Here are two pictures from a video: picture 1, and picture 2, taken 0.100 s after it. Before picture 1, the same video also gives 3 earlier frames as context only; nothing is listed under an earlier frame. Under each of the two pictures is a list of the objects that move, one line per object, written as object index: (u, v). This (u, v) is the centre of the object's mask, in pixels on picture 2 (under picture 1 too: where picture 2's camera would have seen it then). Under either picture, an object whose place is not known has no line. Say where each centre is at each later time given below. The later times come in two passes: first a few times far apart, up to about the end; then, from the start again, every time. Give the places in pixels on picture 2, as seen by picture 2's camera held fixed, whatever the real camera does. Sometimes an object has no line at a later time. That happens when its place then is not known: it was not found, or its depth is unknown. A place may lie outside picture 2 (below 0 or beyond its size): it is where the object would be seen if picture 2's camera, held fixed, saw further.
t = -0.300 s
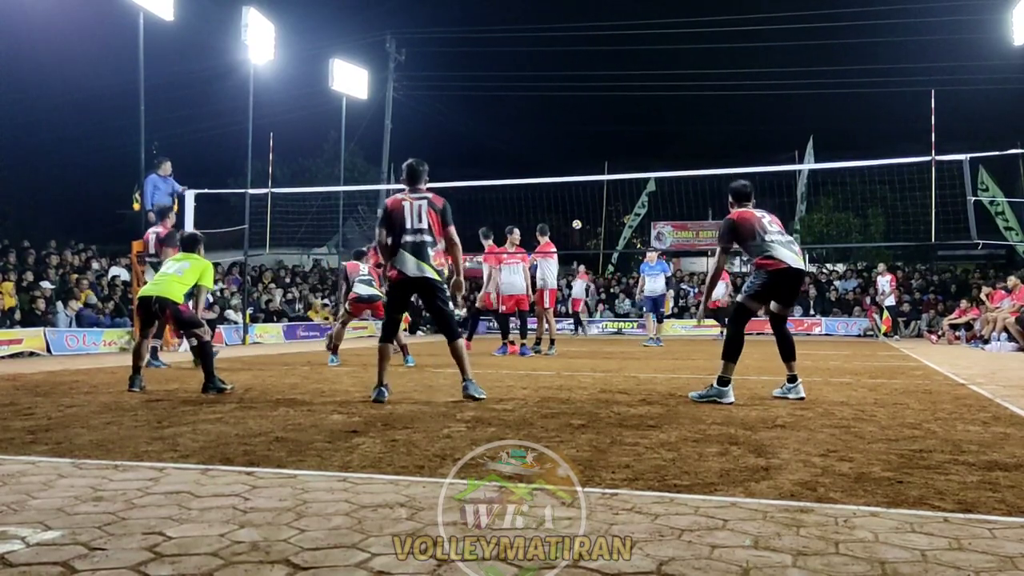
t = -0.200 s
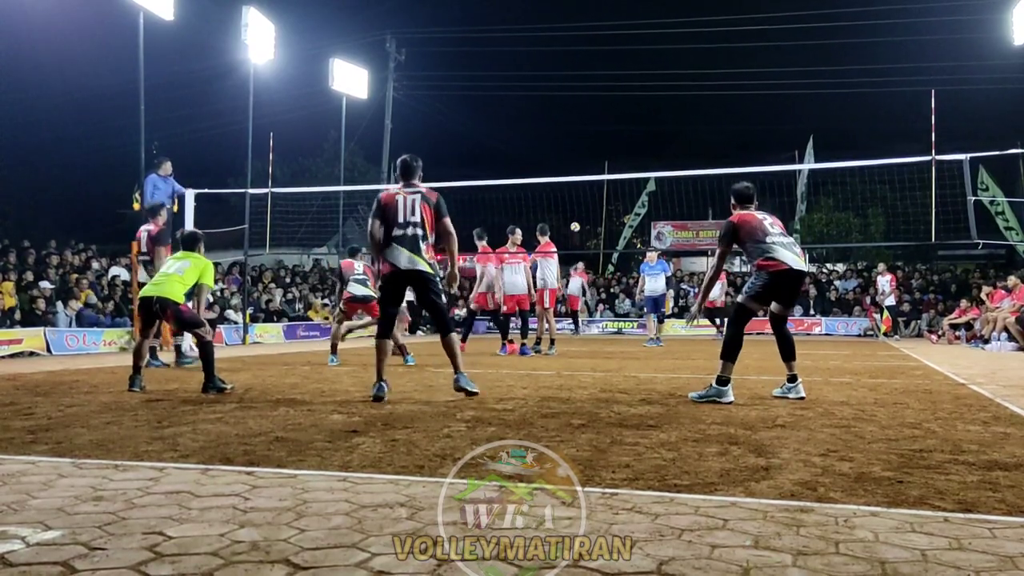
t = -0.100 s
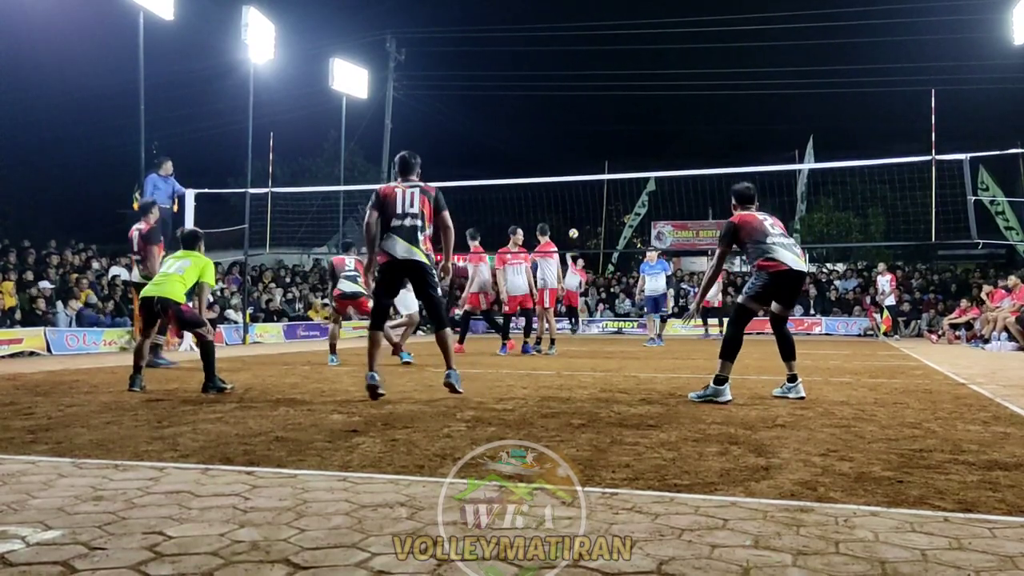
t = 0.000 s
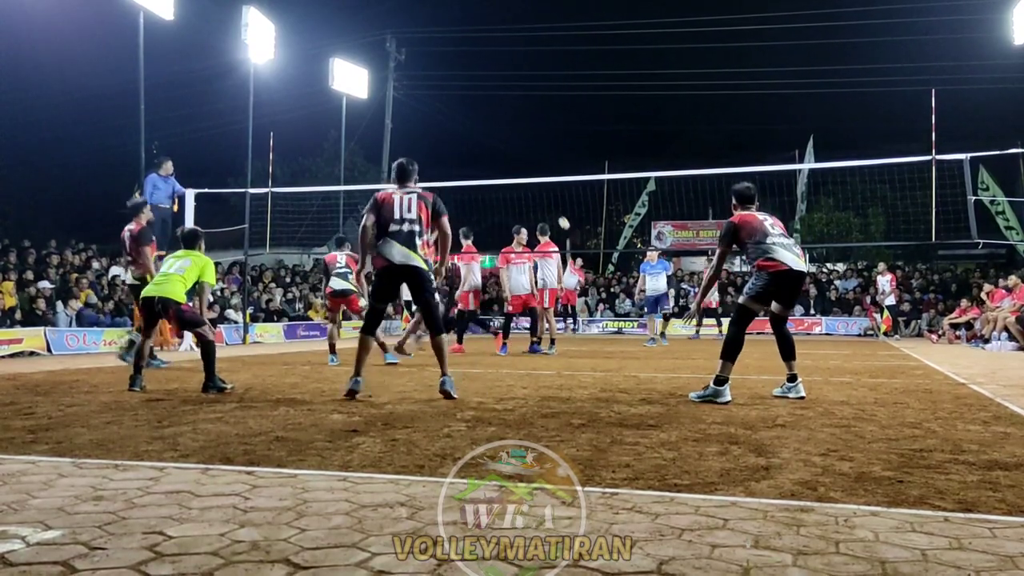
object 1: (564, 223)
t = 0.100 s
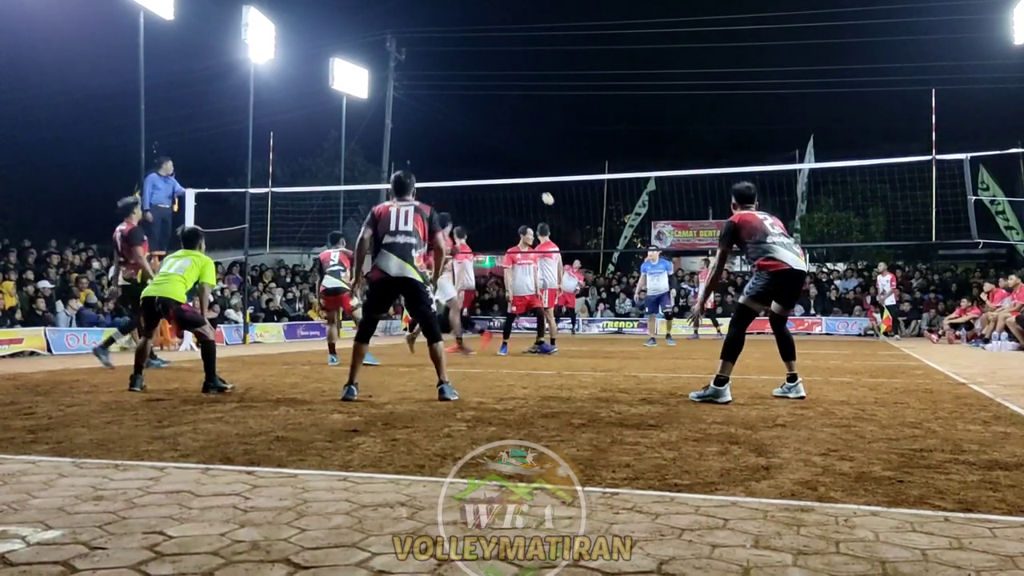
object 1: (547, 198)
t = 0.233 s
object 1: (524, 168)
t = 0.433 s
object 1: (483, 130)
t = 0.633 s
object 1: (432, 106)
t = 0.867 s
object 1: (348, 111)
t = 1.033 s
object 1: (260, 152)
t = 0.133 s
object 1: (541, 191)
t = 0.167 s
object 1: (536, 184)
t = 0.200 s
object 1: (530, 174)
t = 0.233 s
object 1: (524, 168)
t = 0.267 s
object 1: (517, 161)
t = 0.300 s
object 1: (511, 154)
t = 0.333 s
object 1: (504, 147)
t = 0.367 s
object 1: (497, 141)
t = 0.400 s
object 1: (490, 135)
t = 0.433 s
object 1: (483, 130)
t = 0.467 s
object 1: (475, 125)
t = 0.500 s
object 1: (468, 120)
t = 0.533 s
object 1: (459, 116)
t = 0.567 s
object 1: (451, 112)
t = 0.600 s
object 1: (442, 109)
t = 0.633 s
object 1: (432, 106)
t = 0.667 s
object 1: (422, 105)
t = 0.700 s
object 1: (411, 103)
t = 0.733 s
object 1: (400, 103)
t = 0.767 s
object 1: (388, 102)
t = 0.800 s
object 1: (376, 104)
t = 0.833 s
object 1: (363, 107)
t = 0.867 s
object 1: (348, 111)
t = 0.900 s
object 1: (333, 116)
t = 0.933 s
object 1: (317, 122)
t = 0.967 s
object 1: (300, 130)
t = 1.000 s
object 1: (281, 139)
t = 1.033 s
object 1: (260, 152)
